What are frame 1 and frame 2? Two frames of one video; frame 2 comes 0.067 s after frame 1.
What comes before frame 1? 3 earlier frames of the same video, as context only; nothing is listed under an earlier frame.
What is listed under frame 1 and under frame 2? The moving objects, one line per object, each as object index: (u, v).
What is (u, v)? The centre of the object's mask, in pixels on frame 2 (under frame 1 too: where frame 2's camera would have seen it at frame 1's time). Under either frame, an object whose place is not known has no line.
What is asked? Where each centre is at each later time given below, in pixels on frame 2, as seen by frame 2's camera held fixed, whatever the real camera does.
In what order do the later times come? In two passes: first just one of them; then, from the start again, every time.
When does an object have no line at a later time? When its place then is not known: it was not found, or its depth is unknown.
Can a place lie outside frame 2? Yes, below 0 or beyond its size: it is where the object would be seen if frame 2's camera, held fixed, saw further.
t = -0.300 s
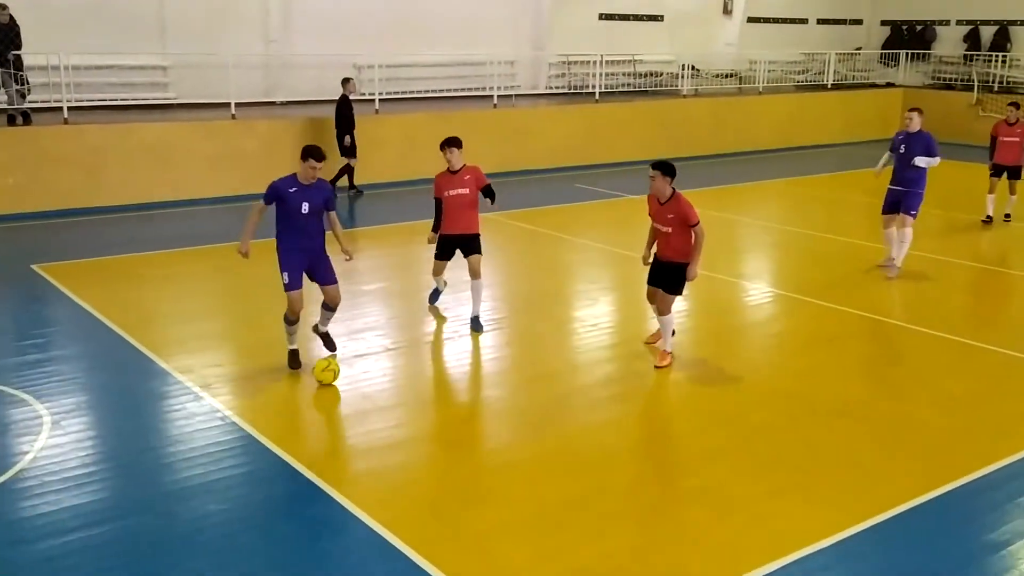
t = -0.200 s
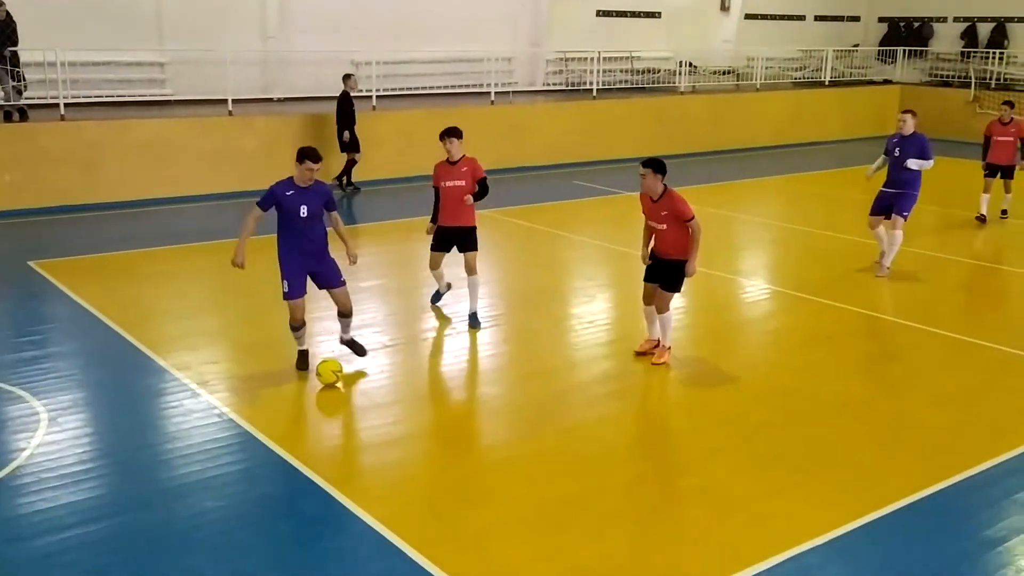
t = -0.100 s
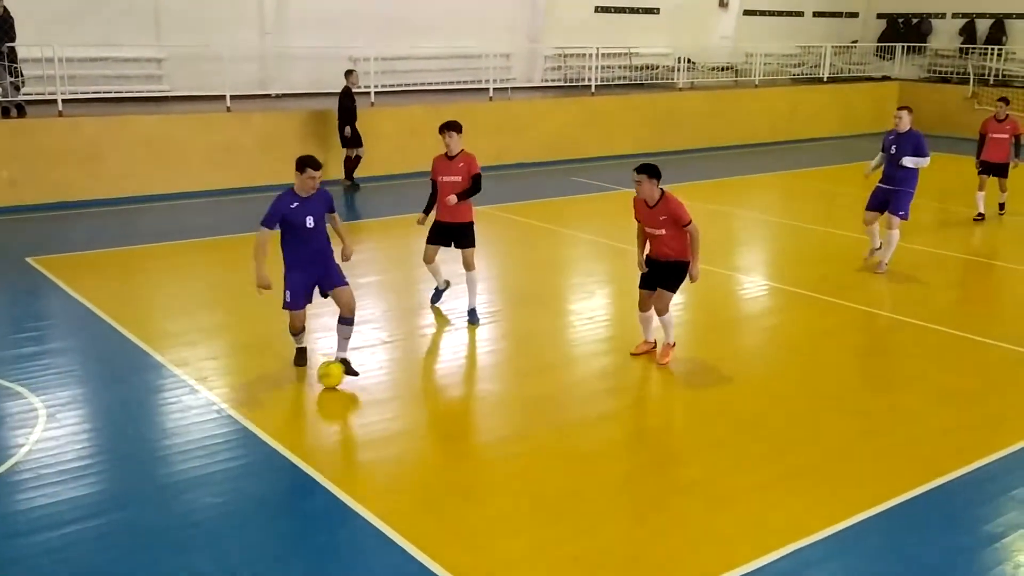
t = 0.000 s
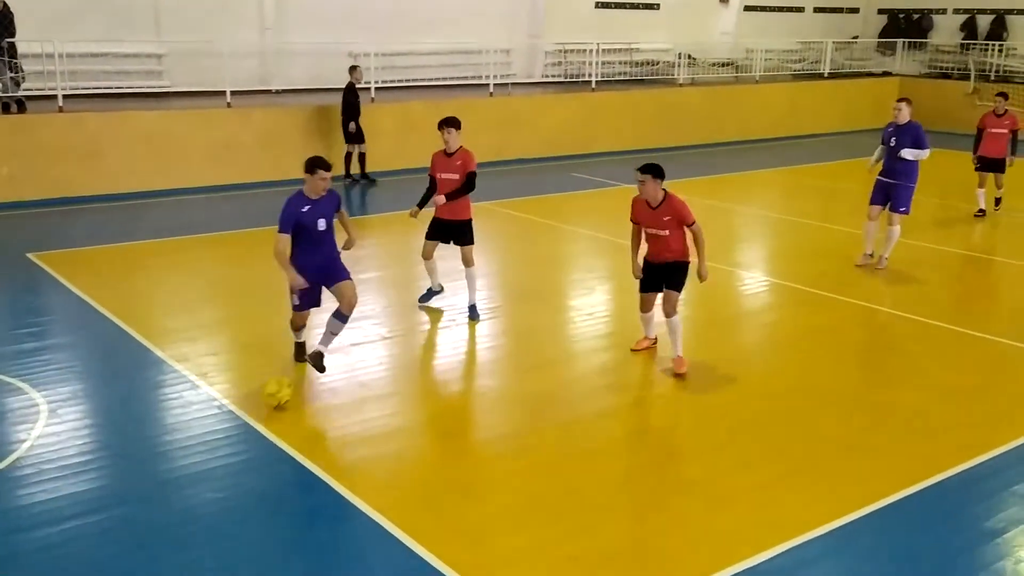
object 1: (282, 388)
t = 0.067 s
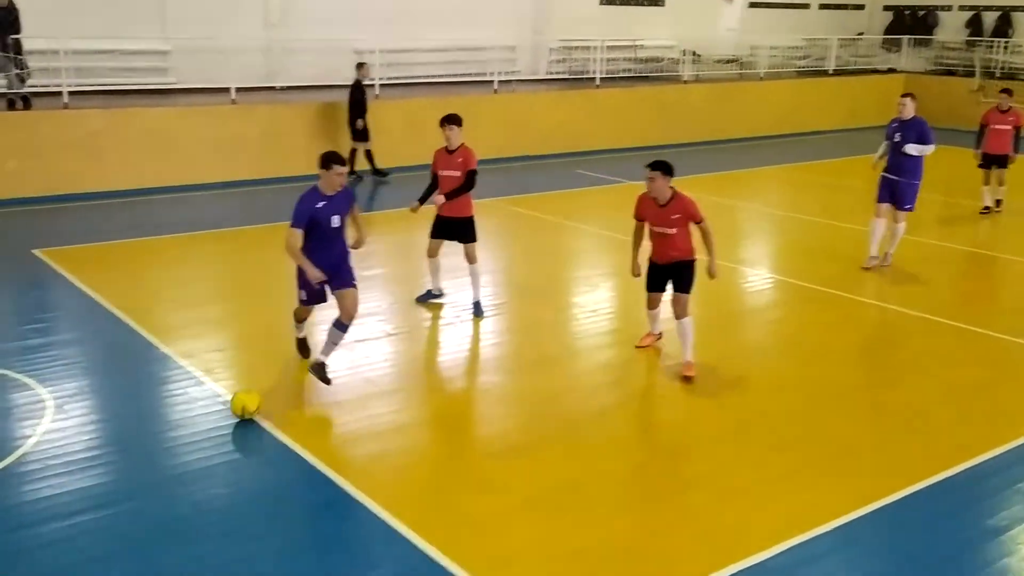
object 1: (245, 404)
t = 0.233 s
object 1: (154, 444)
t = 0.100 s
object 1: (227, 412)
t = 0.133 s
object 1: (209, 420)
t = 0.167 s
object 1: (191, 427)
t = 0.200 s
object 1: (172, 436)
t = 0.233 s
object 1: (154, 444)
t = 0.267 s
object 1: (134, 453)
